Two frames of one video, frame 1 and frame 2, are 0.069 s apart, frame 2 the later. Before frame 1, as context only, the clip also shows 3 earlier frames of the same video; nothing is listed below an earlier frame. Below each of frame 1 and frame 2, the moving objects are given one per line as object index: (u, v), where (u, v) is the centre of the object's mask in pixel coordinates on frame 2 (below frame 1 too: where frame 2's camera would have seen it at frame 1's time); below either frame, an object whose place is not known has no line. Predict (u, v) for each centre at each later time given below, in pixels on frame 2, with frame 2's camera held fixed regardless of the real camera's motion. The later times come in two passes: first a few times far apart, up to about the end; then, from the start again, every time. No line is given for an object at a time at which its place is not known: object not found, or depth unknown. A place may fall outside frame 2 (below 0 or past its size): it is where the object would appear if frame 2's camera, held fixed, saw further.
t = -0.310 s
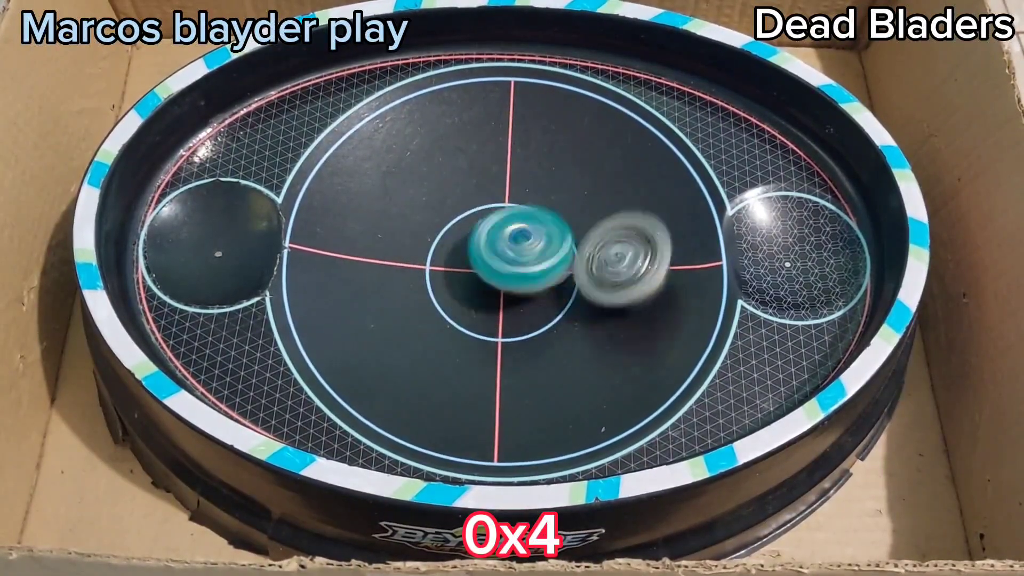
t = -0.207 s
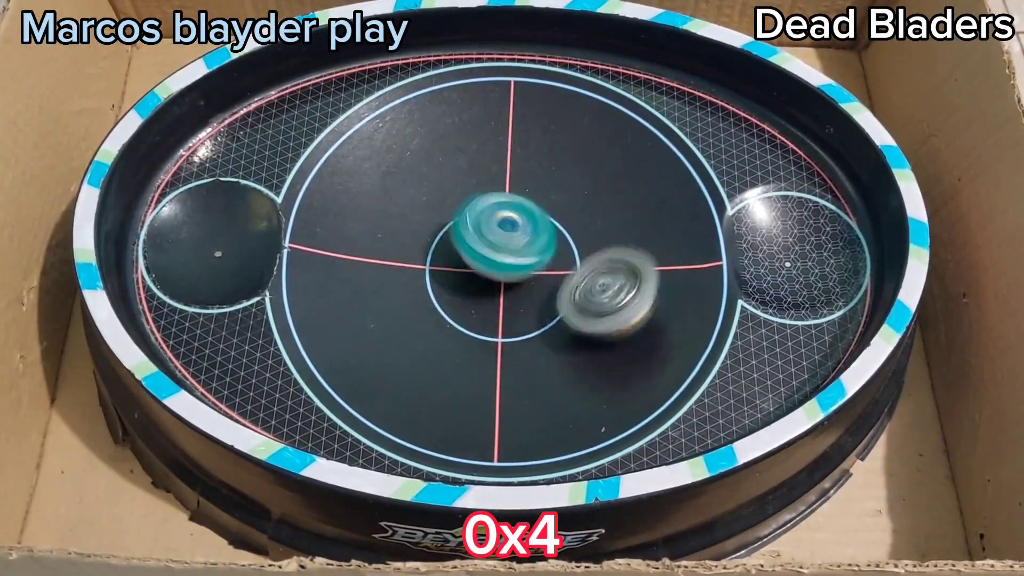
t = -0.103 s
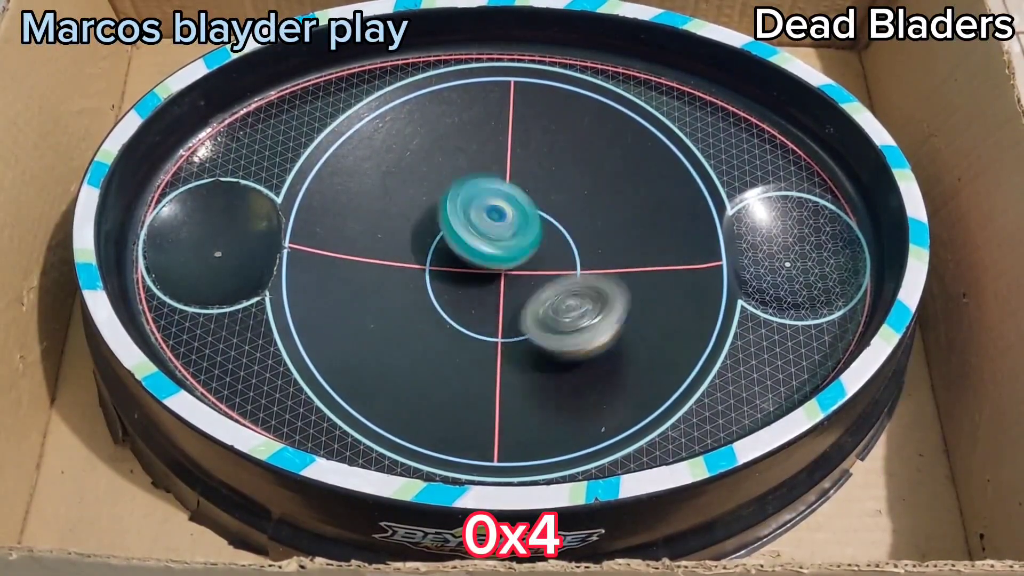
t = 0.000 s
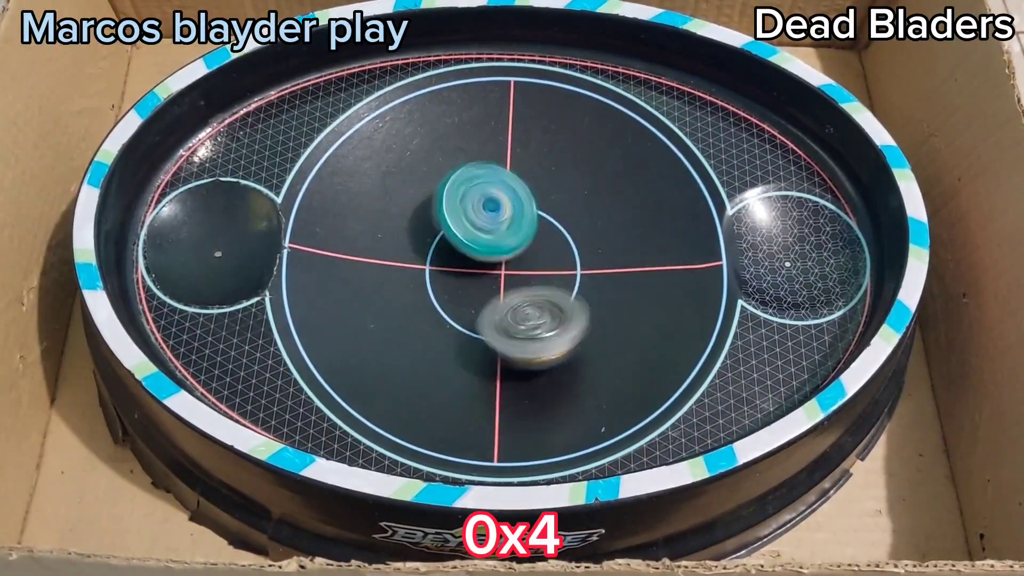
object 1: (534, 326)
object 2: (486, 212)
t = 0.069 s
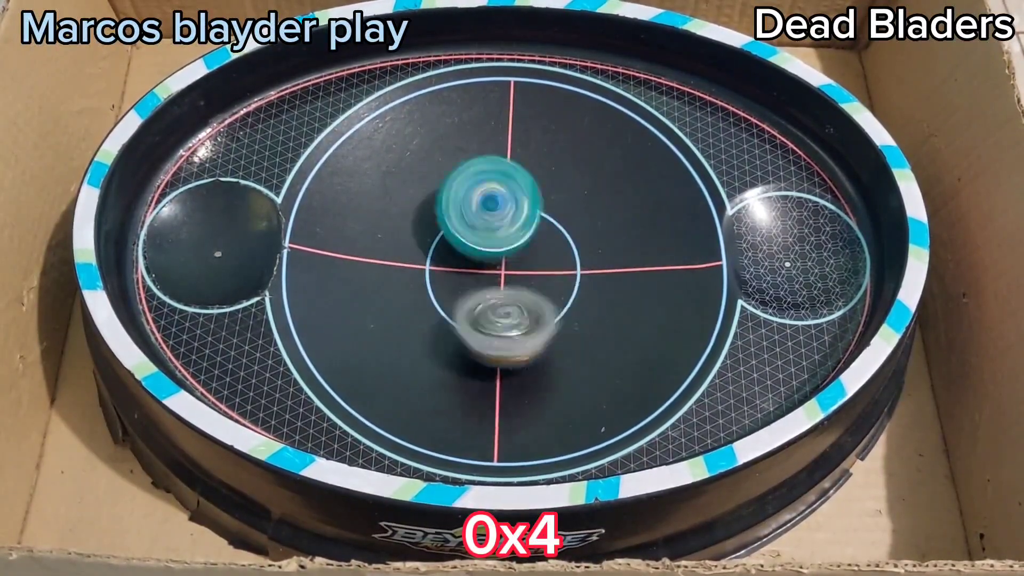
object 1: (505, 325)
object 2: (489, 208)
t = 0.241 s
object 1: (445, 295)
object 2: (499, 216)
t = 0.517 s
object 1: (420, 216)
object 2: (536, 254)
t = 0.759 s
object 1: (496, 176)
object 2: (507, 280)
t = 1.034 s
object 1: (586, 212)
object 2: (496, 253)
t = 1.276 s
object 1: (603, 286)
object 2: (500, 244)
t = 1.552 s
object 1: (526, 330)
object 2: (504, 245)
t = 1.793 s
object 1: (440, 289)
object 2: (519, 237)
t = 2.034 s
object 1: (436, 220)
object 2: (526, 259)
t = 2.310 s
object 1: (523, 168)
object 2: (512, 263)
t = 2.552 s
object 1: (601, 208)
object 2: (504, 253)
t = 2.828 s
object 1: (575, 310)
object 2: (510, 248)
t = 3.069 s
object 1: (471, 309)
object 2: (520, 243)
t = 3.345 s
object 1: (434, 219)
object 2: (533, 243)
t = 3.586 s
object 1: (509, 172)
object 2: (545, 256)
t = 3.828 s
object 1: (606, 187)
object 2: (542, 269)
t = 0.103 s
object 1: (490, 321)
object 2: (491, 205)
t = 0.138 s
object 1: (479, 316)
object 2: (494, 208)
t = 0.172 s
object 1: (466, 311)
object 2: (495, 210)
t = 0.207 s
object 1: (453, 303)
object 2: (498, 211)
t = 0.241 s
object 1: (445, 295)
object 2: (499, 216)
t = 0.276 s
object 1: (434, 286)
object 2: (507, 218)
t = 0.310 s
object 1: (424, 278)
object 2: (519, 219)
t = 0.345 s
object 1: (419, 270)
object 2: (525, 224)
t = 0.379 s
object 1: (415, 258)
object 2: (530, 227)
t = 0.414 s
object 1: (414, 249)
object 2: (532, 233)
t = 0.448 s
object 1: (414, 237)
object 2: (533, 241)
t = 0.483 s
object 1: (417, 226)
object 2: (537, 248)
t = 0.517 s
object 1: (420, 216)
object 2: (536, 254)
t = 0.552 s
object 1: (425, 208)
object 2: (534, 261)
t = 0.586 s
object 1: (440, 193)
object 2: (529, 272)
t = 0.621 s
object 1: (449, 188)
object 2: (525, 276)
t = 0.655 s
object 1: (458, 182)
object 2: (521, 278)
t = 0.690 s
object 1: (470, 179)
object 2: (516, 280)
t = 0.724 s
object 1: (482, 176)
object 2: (512, 281)
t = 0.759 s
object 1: (496, 176)
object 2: (507, 280)
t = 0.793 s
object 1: (508, 177)
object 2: (504, 277)
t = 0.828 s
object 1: (521, 177)
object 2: (499, 277)
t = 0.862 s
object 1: (534, 181)
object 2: (495, 274)
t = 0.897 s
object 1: (547, 184)
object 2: (496, 269)
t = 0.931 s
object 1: (557, 190)
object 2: (494, 265)
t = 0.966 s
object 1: (568, 197)
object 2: (493, 262)
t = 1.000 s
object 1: (577, 203)
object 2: (497, 257)
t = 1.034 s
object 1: (586, 212)
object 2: (496, 253)
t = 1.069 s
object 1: (594, 220)
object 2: (495, 249)
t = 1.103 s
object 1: (598, 231)
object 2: (500, 246)
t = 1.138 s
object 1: (605, 242)
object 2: (502, 246)
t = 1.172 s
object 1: (607, 253)
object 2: (501, 245)
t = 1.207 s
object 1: (609, 264)
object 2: (500, 243)
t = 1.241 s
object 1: (607, 275)
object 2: (500, 242)
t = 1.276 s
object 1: (603, 286)
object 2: (500, 244)
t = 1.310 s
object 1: (598, 295)
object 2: (497, 245)
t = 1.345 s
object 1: (590, 305)
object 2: (498, 246)
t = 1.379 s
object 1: (583, 313)
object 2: (499, 246)
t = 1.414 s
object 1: (573, 319)
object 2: (498, 248)
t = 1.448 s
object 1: (563, 324)
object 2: (500, 248)
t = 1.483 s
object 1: (552, 327)
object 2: (501, 247)
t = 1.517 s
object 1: (539, 329)
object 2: (503, 247)
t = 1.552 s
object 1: (526, 330)
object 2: (504, 245)
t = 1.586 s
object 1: (513, 333)
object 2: (504, 238)
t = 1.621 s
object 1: (501, 332)
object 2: (507, 233)
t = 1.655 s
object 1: (488, 329)
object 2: (510, 233)
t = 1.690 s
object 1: (465, 316)
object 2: (512, 234)
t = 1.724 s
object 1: (457, 309)
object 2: (515, 235)
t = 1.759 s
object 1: (447, 299)
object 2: (514, 239)
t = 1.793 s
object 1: (440, 289)
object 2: (519, 237)
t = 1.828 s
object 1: (432, 281)
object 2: (525, 237)
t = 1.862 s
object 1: (428, 272)
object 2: (530, 238)
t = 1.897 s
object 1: (427, 260)
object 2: (534, 242)
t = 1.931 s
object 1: (428, 250)
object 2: (533, 249)
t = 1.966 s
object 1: (429, 240)
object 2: (530, 253)
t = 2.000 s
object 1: (432, 230)
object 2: (528, 256)
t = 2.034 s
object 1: (436, 220)
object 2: (526, 259)
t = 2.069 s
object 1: (443, 209)
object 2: (525, 264)
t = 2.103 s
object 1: (451, 201)
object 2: (521, 265)
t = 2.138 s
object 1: (460, 192)
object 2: (517, 267)
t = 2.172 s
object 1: (471, 185)
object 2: (513, 267)
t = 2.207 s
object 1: (483, 177)
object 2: (511, 268)
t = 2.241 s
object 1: (497, 173)
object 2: (509, 268)
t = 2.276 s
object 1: (509, 169)
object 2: (509, 266)
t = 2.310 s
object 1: (523, 168)
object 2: (512, 263)
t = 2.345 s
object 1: (534, 169)
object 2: (514, 262)
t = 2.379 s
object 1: (549, 169)
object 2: (521, 261)
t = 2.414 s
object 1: (561, 173)
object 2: (519, 257)
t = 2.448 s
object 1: (573, 178)
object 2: (514, 253)
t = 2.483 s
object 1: (584, 188)
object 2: (513, 252)
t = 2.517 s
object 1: (592, 197)
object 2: (510, 252)
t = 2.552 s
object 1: (601, 208)
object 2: (504, 253)
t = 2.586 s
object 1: (605, 219)
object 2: (500, 253)
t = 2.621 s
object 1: (611, 231)
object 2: (498, 253)
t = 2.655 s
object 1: (611, 244)
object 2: (500, 254)
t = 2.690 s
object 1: (612, 254)
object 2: (501, 253)
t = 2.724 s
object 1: (608, 267)
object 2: (502, 253)
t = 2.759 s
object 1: (595, 291)
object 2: (506, 253)
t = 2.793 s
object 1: (585, 301)
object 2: (509, 251)
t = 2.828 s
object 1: (575, 310)
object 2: (510, 248)
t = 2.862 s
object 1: (562, 315)
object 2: (513, 246)
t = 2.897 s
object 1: (547, 319)
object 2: (517, 245)
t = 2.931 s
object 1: (532, 321)
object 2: (520, 244)
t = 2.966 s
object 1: (516, 320)
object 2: (521, 244)
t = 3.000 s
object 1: (501, 319)
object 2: (521, 244)
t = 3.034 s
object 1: (485, 316)
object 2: (521, 243)
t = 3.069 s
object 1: (471, 309)
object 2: (520, 243)
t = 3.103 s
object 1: (459, 302)
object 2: (519, 243)
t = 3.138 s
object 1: (447, 292)
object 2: (517, 242)
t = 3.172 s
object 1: (435, 280)
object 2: (522, 241)
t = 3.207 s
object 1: (428, 267)
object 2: (526, 241)
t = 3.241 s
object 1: (425, 254)
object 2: (528, 242)
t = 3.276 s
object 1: (426, 241)
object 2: (530, 242)
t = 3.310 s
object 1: (428, 228)
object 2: (531, 243)
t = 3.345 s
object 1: (434, 219)
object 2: (533, 243)
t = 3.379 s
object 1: (440, 209)
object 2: (536, 244)
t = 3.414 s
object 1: (448, 199)
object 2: (538, 245)
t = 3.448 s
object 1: (459, 192)
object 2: (538, 245)
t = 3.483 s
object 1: (469, 188)
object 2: (538, 245)
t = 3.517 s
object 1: (481, 182)
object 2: (540, 251)
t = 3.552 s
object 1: (494, 173)
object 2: (544, 253)
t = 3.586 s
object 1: (509, 172)
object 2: (545, 256)
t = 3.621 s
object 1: (522, 171)
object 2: (546, 258)
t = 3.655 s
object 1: (534, 172)
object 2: (546, 259)
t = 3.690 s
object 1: (547, 175)
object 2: (546, 259)
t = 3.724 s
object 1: (561, 178)
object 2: (545, 261)
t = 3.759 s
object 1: (576, 181)
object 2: (542, 265)
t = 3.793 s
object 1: (592, 184)
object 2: (541, 268)
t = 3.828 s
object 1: (606, 187)
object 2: (542, 269)
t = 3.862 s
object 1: (626, 195)
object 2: (542, 268)
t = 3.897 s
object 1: (631, 199)
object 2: (540, 266)
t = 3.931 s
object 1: (634, 203)
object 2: (538, 264)
